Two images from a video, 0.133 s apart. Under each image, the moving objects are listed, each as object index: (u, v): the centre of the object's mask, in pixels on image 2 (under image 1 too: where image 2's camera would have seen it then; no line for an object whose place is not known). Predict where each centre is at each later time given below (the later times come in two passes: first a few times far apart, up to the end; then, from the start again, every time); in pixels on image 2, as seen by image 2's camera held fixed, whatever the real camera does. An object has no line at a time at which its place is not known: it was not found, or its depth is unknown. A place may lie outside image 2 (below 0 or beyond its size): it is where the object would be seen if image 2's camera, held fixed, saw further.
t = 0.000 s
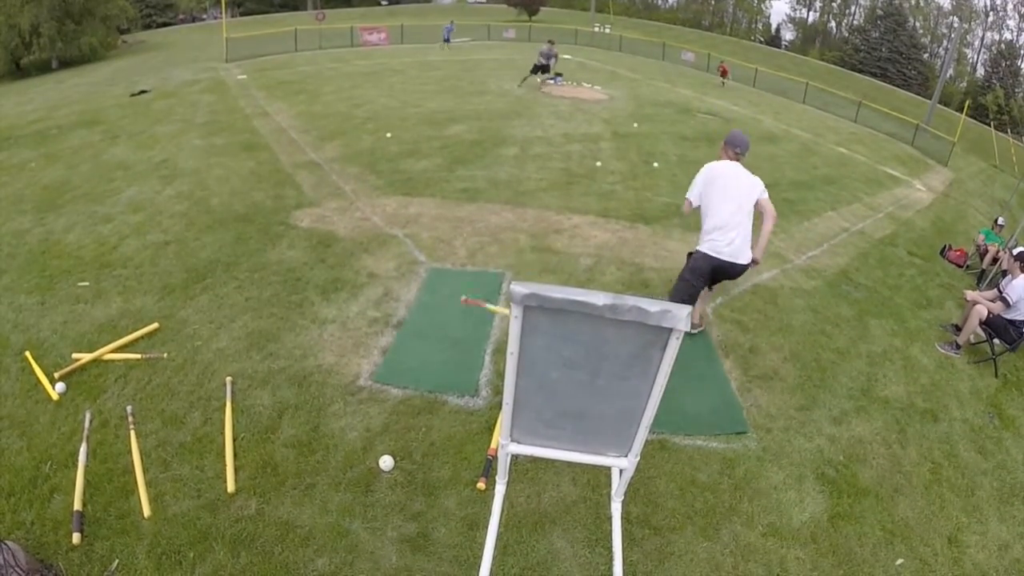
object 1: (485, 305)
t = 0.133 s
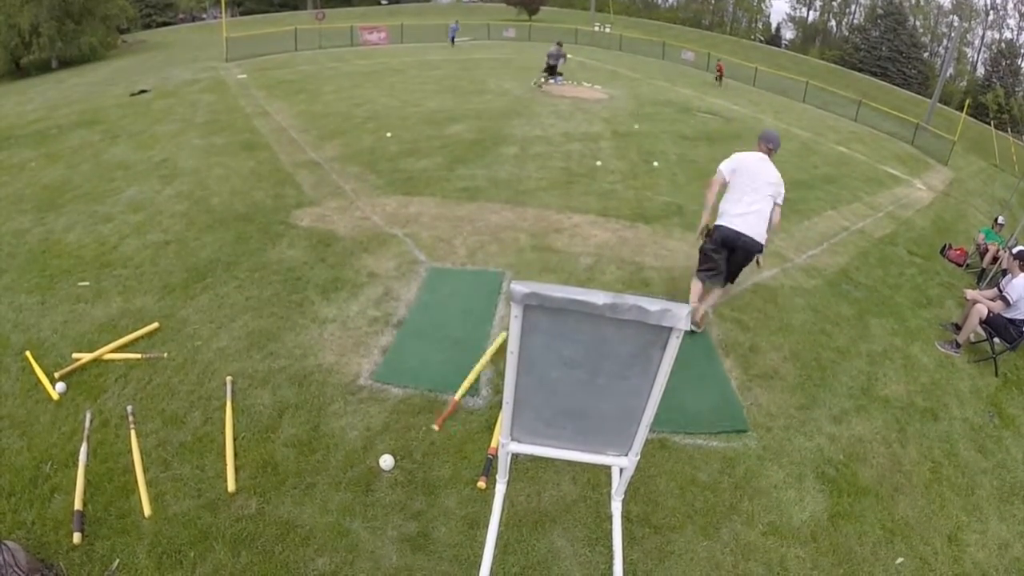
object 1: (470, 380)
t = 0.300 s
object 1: (444, 410)
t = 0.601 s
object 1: (405, 453)
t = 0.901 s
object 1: (407, 462)
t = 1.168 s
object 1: (406, 462)
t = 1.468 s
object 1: (406, 462)
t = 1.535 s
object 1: (406, 462)
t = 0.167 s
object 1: (468, 385)
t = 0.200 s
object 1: (462, 392)
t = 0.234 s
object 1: (456, 399)
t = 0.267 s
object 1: (450, 403)
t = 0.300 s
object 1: (444, 410)
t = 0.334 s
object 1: (438, 418)
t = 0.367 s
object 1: (431, 426)
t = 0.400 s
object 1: (424, 435)
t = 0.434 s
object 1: (416, 443)
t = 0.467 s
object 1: (411, 453)
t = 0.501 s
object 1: (408, 455)
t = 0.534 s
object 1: (407, 453)
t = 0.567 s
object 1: (406, 453)
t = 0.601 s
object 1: (405, 453)
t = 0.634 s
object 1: (404, 455)
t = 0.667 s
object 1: (404, 458)
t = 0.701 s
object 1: (405, 460)
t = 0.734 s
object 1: (406, 463)
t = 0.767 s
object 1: (406, 463)
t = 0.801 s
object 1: (406, 463)
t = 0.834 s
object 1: (406, 463)
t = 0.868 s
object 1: (406, 463)
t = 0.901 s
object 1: (407, 462)
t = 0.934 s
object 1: (407, 462)
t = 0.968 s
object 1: (406, 462)
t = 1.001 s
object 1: (406, 462)
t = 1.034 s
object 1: (406, 462)
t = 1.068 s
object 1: (406, 462)
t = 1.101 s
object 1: (406, 462)
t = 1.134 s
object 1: (406, 462)
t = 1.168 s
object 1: (406, 462)
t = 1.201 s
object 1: (406, 462)
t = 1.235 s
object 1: (406, 462)
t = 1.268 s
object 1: (406, 462)
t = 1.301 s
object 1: (406, 462)
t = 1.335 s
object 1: (406, 462)
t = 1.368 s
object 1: (406, 462)
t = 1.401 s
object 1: (406, 462)
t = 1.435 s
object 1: (406, 462)
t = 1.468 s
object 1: (406, 462)
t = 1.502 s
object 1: (406, 462)
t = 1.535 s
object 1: (406, 462)
